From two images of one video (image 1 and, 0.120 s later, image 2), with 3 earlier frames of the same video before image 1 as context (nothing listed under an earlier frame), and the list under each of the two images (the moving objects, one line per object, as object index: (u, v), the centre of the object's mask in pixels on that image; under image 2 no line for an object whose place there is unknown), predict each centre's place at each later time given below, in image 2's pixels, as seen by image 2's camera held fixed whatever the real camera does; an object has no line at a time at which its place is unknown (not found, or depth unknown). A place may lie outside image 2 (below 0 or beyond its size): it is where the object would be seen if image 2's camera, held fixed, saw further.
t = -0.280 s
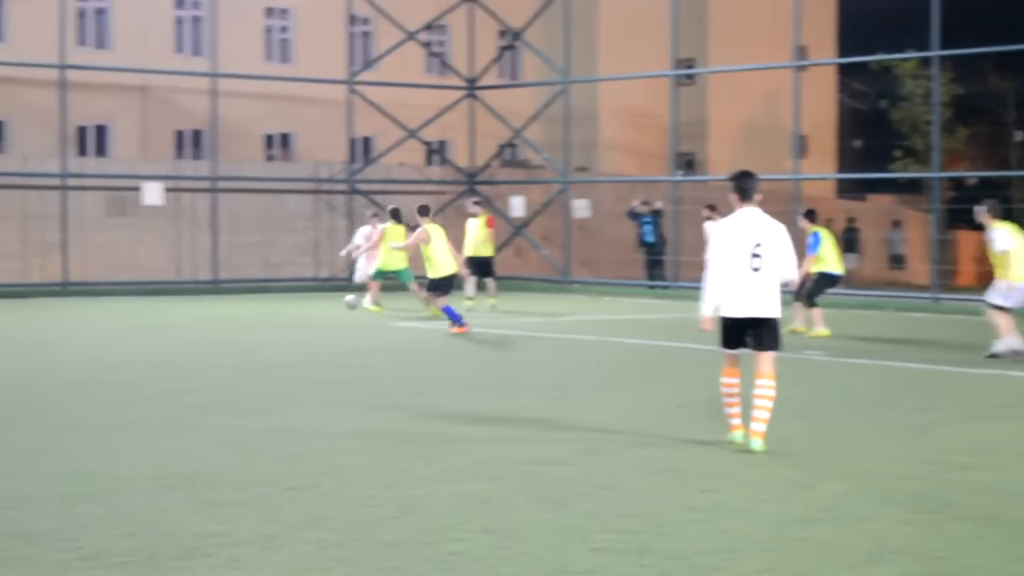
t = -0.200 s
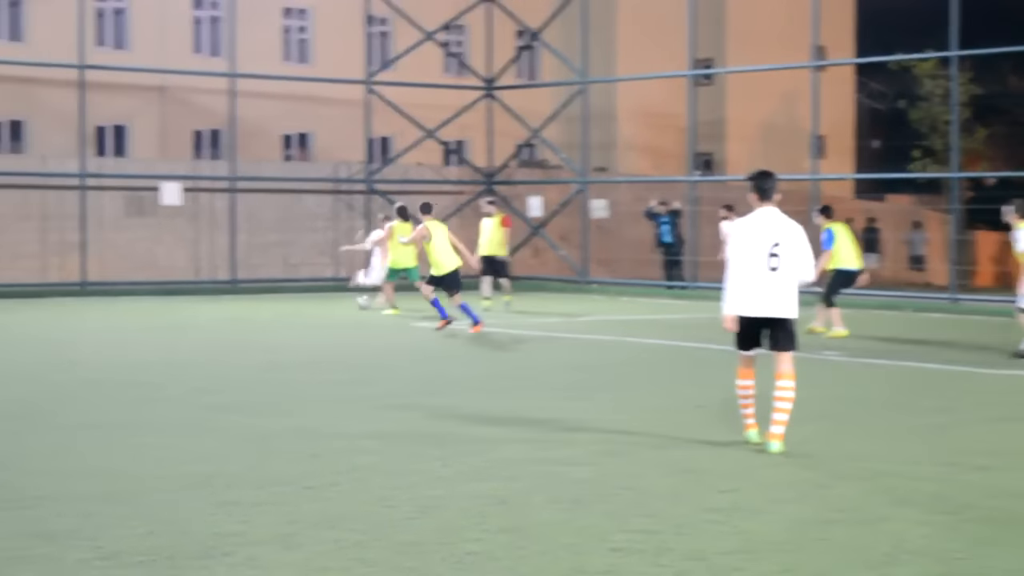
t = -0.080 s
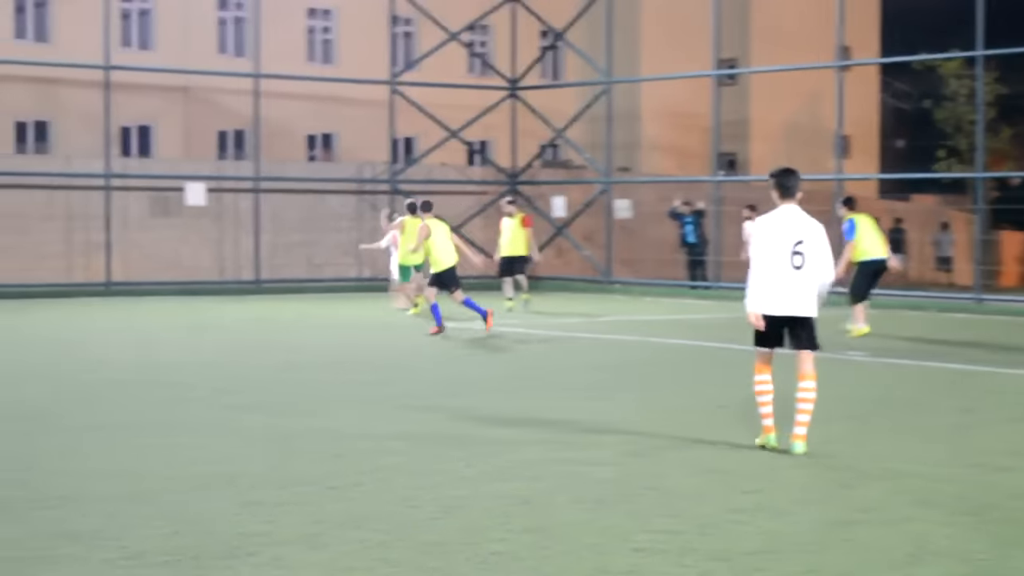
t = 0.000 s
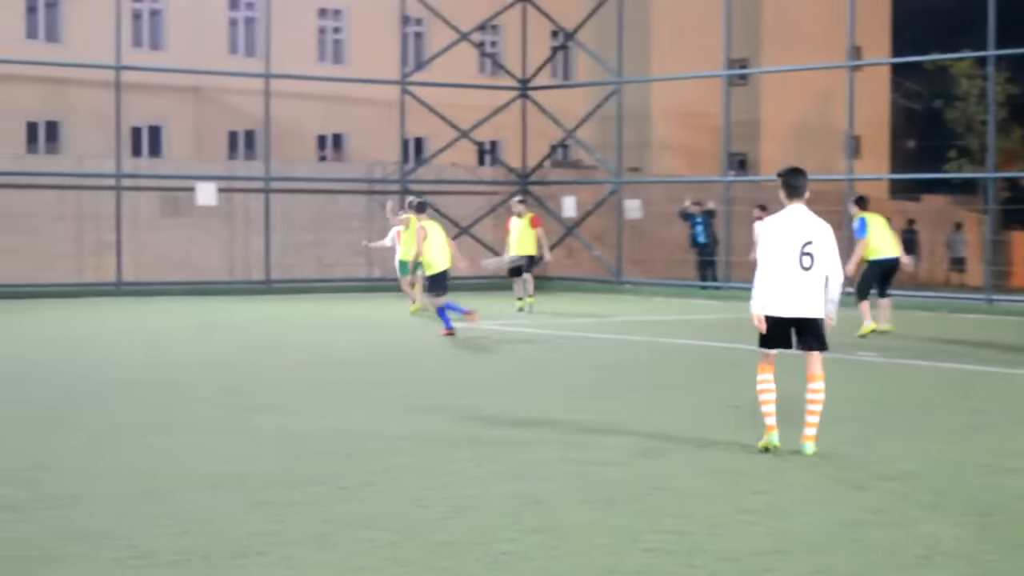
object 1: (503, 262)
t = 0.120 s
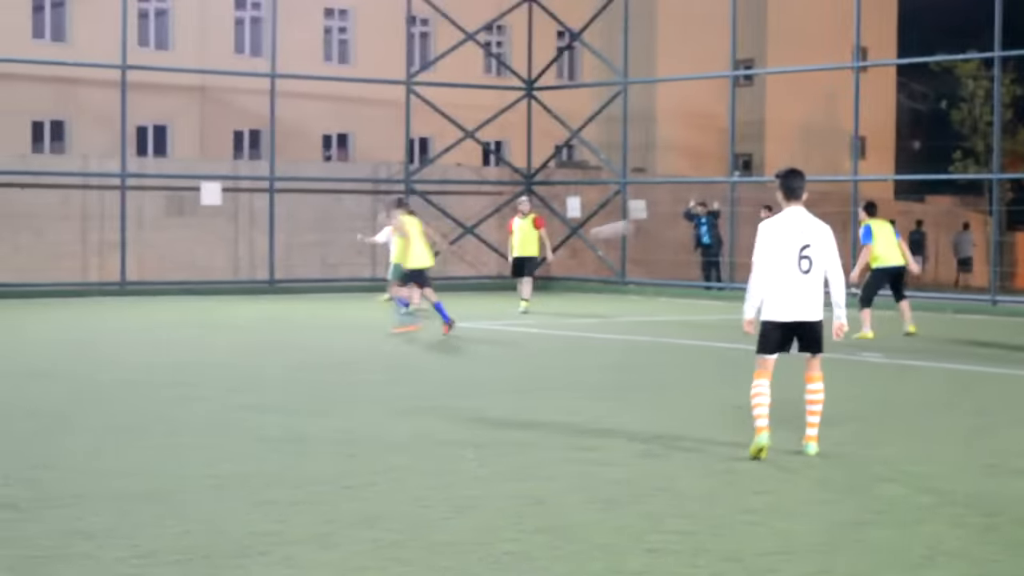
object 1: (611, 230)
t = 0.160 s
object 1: (646, 220)
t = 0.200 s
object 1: (683, 210)
